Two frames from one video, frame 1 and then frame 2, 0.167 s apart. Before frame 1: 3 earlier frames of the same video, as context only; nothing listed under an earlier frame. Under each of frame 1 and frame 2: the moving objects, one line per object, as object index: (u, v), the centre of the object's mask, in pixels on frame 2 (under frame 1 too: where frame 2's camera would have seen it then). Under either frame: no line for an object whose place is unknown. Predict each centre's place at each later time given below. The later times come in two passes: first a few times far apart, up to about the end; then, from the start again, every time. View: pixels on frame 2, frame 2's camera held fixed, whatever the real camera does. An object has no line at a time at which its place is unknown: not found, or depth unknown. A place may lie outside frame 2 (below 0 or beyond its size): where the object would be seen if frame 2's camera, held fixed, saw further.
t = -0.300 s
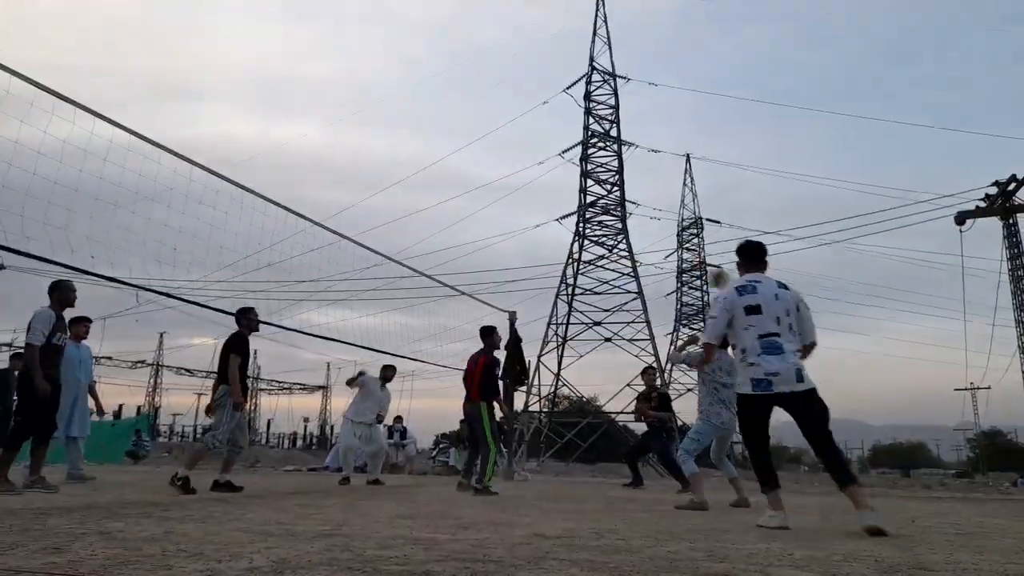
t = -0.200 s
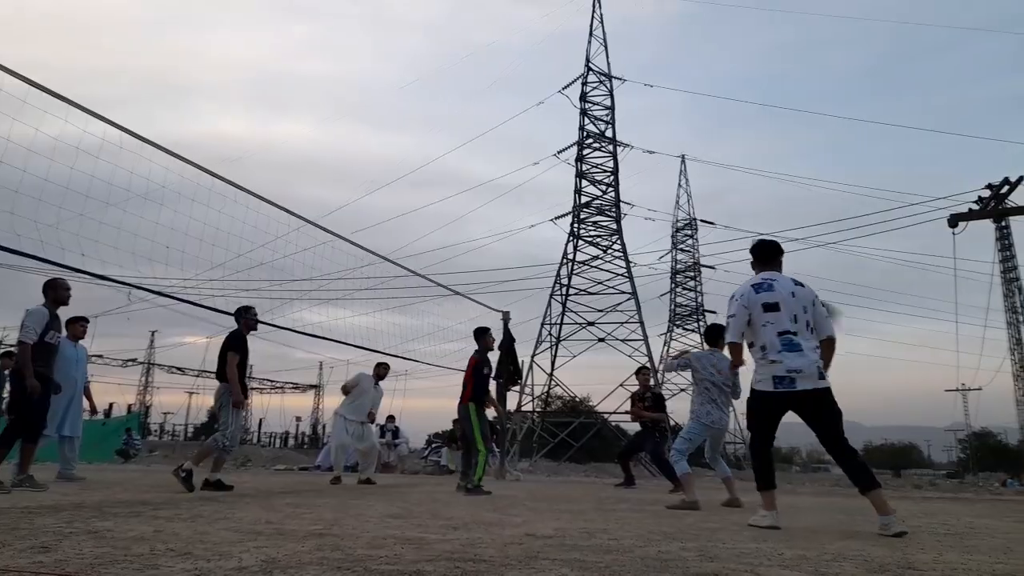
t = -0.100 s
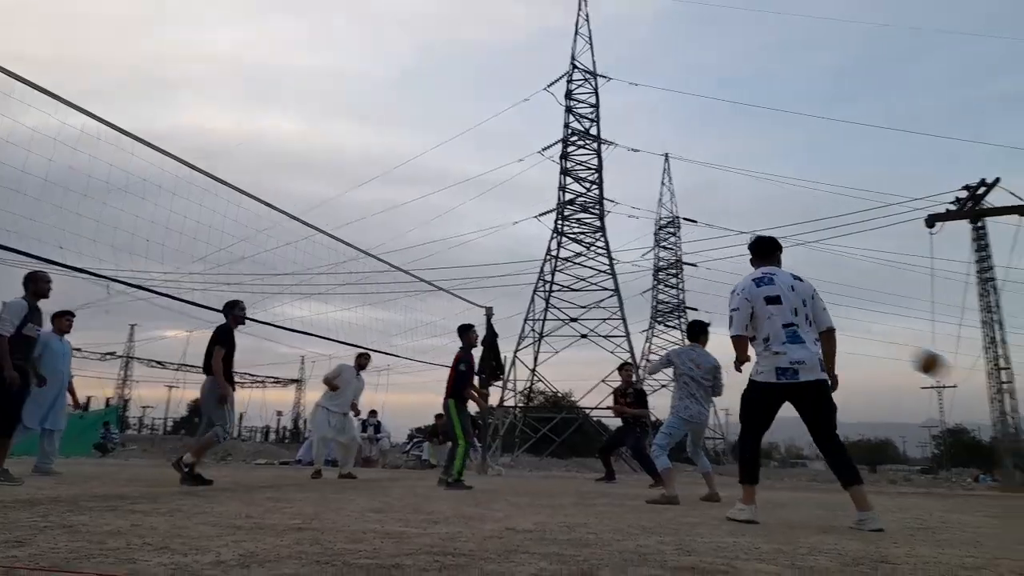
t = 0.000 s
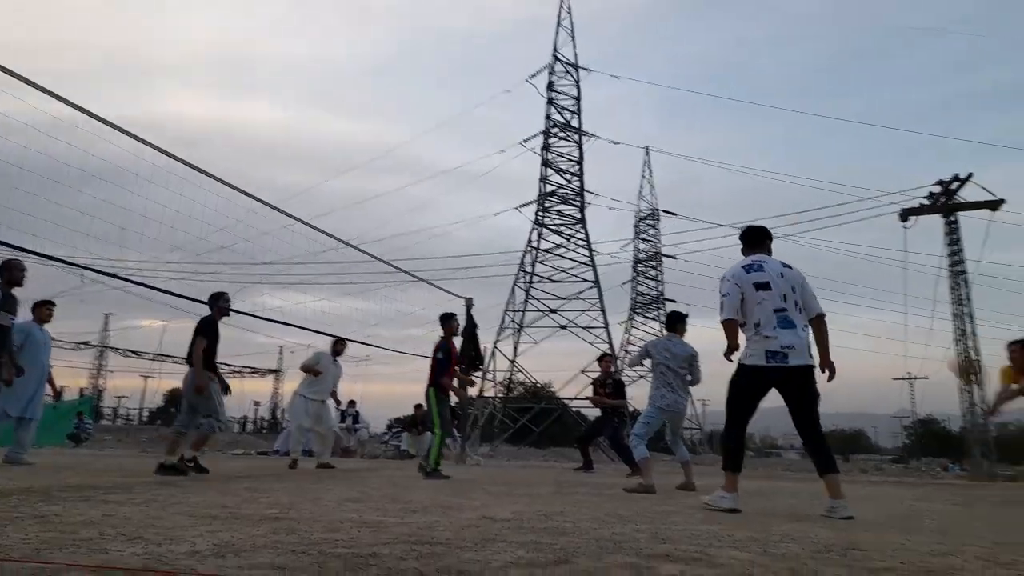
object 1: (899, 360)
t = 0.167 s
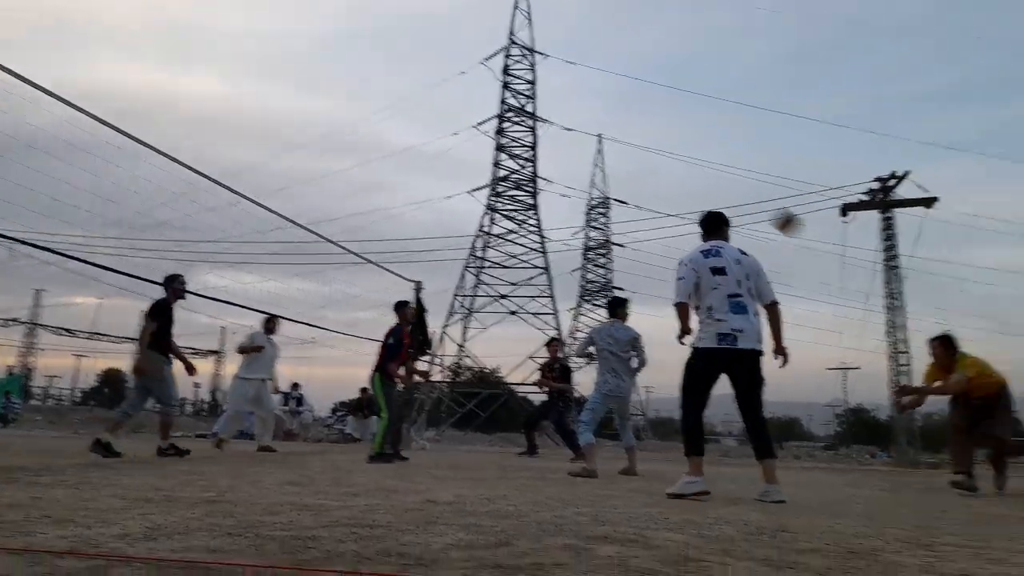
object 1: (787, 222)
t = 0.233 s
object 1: (744, 178)
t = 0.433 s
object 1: (628, 77)
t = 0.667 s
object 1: (501, 18)
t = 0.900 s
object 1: (378, 12)
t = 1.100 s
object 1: (281, 46)
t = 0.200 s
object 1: (763, 198)
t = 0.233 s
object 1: (744, 178)
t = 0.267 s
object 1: (724, 158)
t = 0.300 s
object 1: (705, 140)
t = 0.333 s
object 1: (686, 123)
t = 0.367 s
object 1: (666, 106)
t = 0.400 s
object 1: (647, 91)
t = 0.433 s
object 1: (628, 77)
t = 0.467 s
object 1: (608, 65)
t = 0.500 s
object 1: (589, 54)
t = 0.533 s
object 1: (571, 44)
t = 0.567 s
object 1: (552, 35)
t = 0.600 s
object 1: (535, 28)
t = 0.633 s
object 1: (518, 23)
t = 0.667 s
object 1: (501, 18)
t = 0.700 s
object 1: (485, 15)
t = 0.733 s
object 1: (469, 13)
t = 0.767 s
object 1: (450, 10)
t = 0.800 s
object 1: (431, 9)
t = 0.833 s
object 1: (412, 9)
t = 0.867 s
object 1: (395, 10)
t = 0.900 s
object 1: (378, 12)
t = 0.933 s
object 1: (364, 15)
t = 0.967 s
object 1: (349, 19)
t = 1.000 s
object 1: (333, 24)
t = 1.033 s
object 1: (316, 32)
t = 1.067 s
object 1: (298, 38)
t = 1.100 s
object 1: (281, 46)
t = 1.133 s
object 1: (266, 56)
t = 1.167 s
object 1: (249, 67)
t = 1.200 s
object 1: (232, 76)
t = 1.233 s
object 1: (217, 88)
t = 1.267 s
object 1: (201, 102)
